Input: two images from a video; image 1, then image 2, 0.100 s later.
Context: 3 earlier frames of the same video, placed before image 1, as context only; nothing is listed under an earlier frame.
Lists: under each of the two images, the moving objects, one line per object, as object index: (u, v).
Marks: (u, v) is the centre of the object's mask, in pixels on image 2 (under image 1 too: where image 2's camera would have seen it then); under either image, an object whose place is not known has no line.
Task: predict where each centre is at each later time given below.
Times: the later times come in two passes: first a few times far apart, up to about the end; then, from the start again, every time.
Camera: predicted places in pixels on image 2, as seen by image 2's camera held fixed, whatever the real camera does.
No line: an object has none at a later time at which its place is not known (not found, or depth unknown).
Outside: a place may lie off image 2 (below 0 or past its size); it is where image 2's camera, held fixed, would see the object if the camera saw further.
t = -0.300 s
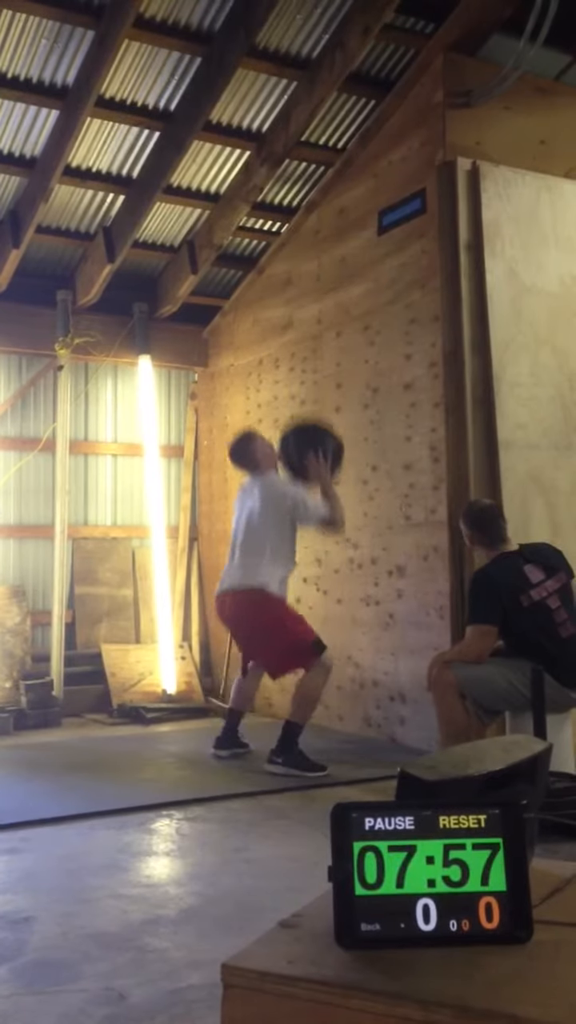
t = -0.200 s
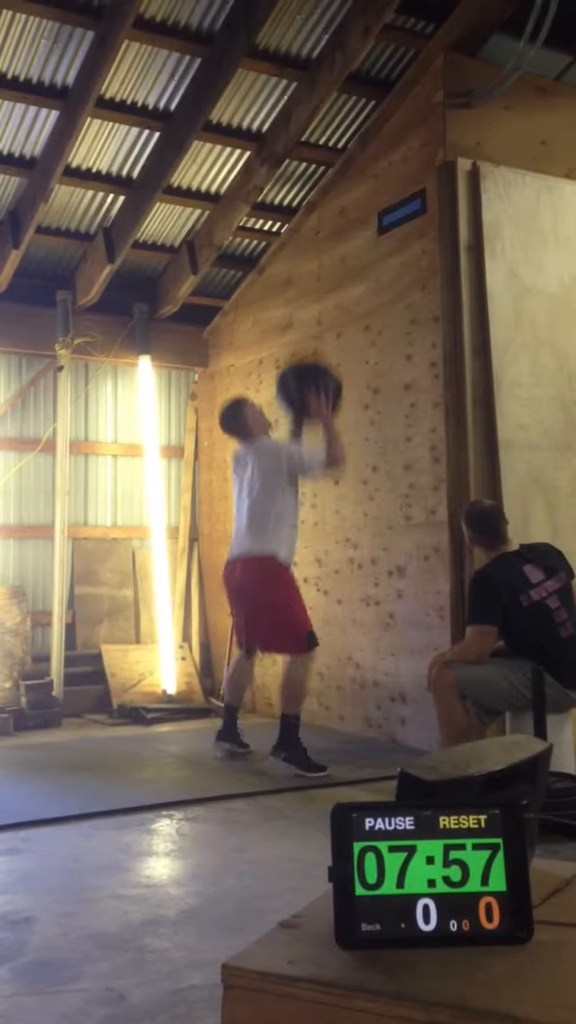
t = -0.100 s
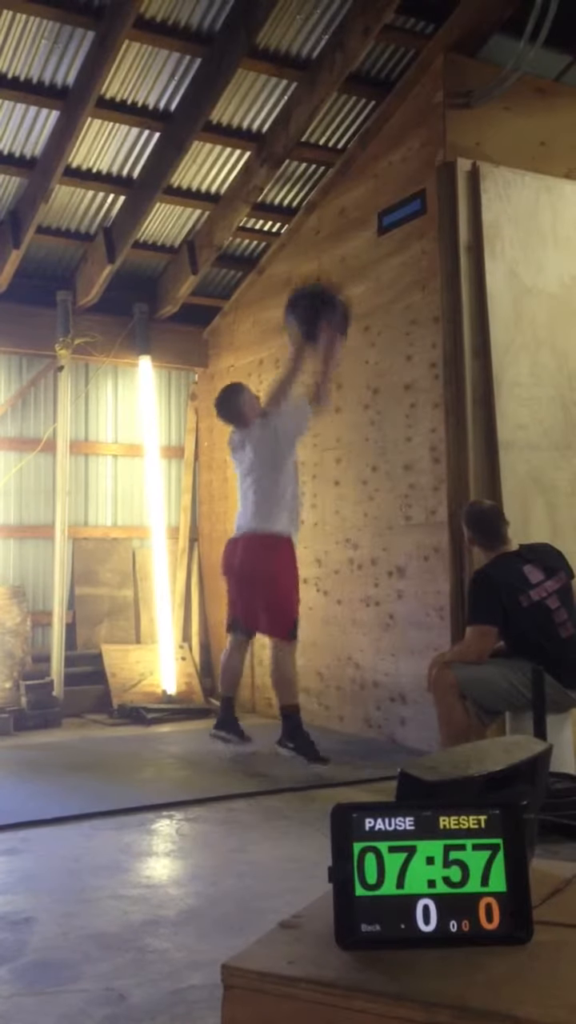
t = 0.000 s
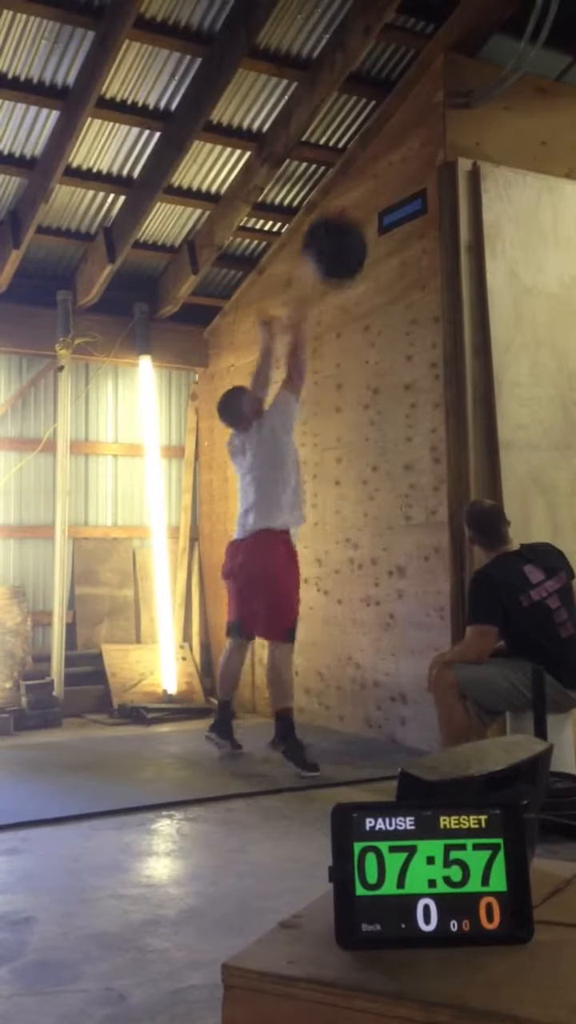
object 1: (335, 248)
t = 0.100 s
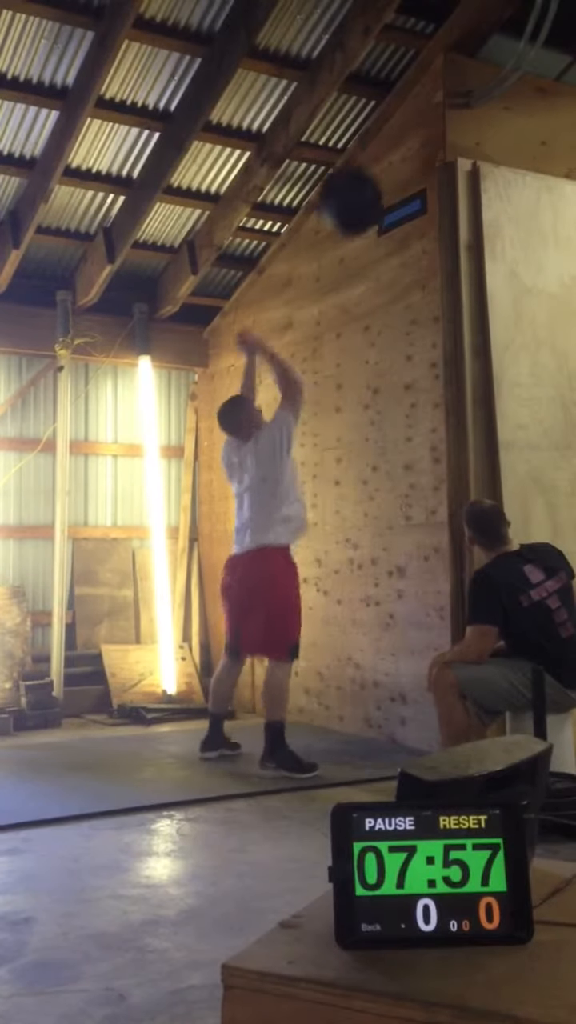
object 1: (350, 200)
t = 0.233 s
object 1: (370, 166)
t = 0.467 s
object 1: (359, 181)
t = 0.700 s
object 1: (333, 289)
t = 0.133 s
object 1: (355, 189)
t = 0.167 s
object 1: (362, 180)
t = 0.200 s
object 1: (366, 172)
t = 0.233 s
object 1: (370, 166)
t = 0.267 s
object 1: (378, 163)
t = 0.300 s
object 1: (379, 161)
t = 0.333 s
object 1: (377, 161)
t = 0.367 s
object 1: (370, 163)
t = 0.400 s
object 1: (366, 167)
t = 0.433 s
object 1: (363, 173)
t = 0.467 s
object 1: (359, 181)
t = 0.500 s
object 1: (354, 190)
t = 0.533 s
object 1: (351, 200)
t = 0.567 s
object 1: (348, 215)
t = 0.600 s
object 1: (343, 229)
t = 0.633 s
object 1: (339, 249)
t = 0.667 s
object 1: (336, 268)
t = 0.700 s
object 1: (333, 289)
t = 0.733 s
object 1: (329, 314)
